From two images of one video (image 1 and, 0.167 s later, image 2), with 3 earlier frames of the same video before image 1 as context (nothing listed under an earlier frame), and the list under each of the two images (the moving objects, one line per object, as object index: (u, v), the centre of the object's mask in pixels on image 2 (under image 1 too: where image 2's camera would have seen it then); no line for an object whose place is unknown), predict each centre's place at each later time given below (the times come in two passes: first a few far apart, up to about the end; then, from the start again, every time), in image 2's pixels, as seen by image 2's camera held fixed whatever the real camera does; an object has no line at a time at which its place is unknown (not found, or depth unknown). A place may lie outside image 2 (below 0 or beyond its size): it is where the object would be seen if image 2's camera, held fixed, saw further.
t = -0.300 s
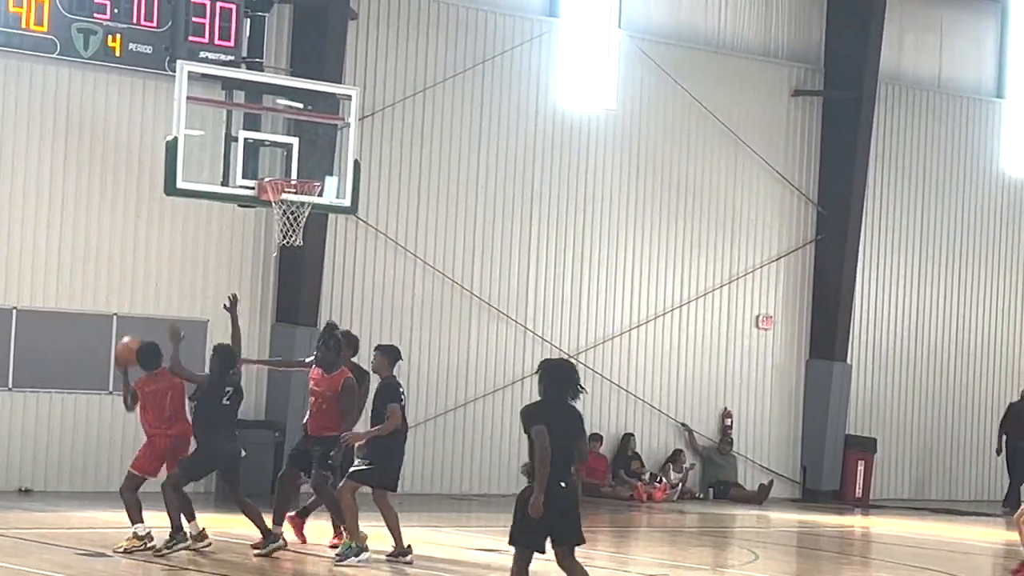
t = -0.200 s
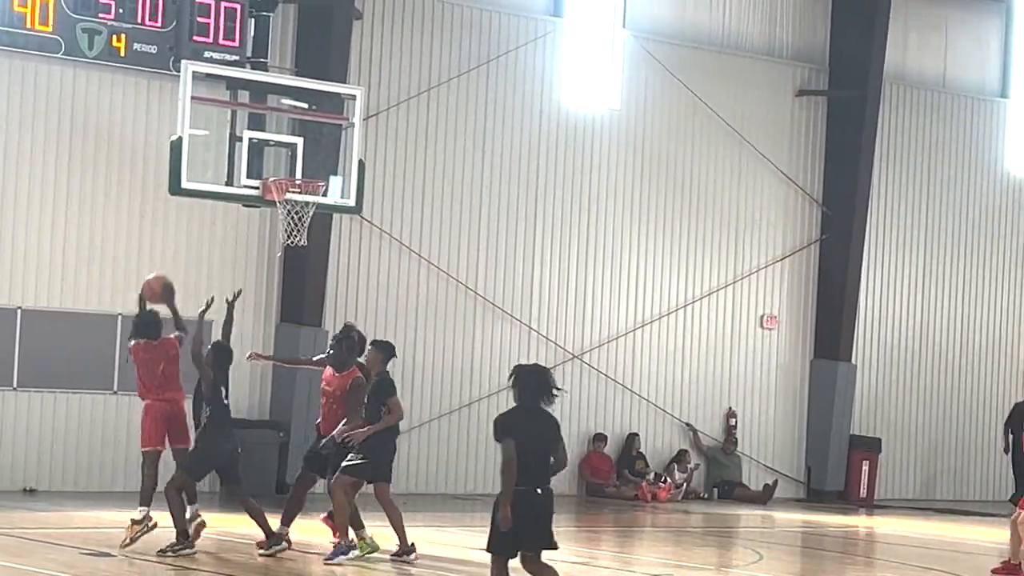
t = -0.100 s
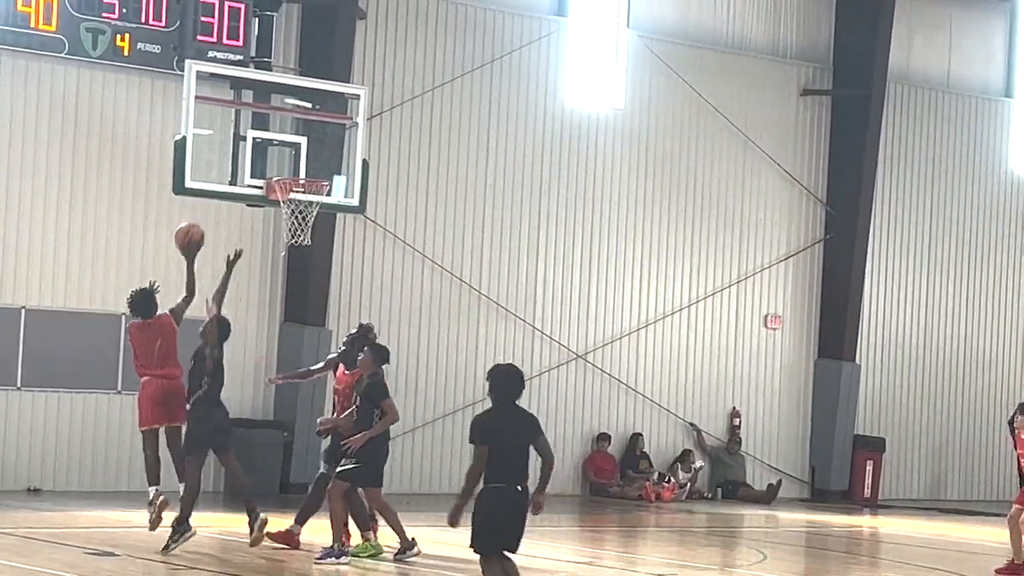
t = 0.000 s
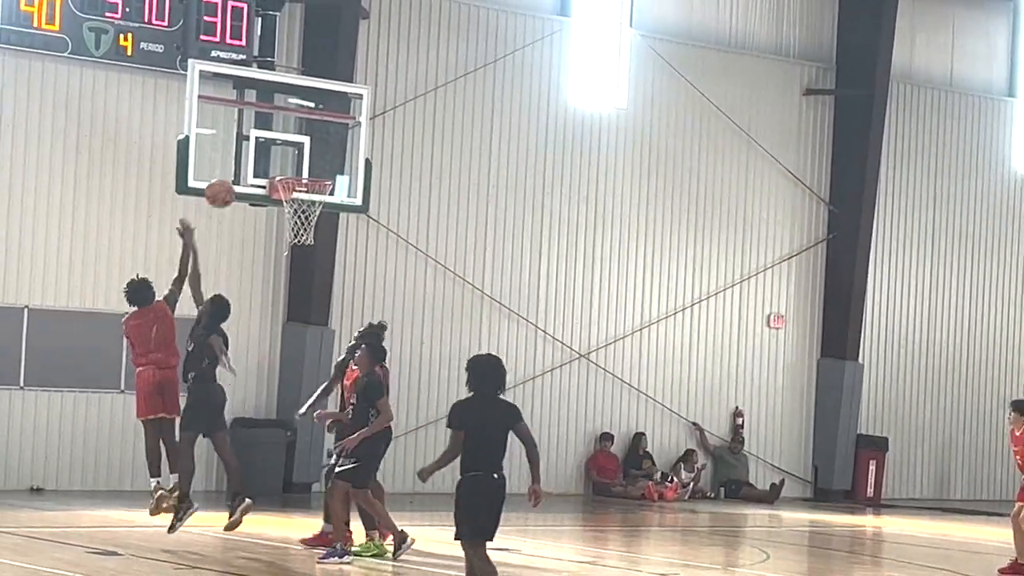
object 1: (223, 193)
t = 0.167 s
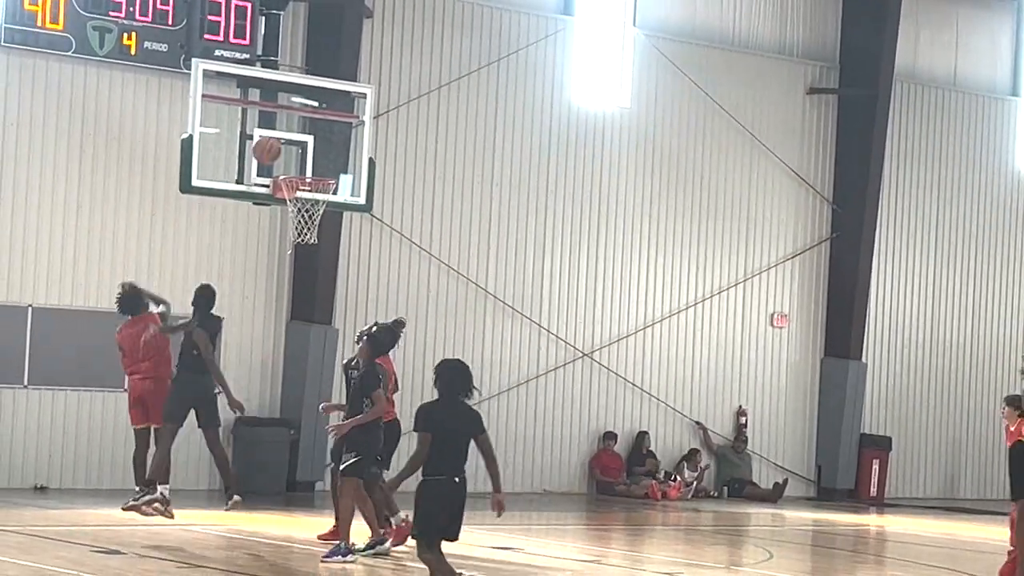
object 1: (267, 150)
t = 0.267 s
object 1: (291, 142)
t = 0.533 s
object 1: (341, 173)
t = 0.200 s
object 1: (274, 146)
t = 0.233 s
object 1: (283, 143)
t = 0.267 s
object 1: (291, 142)
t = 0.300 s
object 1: (297, 141)
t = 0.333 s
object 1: (305, 142)
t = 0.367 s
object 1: (313, 144)
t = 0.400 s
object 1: (319, 147)
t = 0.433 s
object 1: (325, 153)
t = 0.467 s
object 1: (330, 159)
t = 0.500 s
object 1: (336, 166)
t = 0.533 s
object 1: (341, 173)
